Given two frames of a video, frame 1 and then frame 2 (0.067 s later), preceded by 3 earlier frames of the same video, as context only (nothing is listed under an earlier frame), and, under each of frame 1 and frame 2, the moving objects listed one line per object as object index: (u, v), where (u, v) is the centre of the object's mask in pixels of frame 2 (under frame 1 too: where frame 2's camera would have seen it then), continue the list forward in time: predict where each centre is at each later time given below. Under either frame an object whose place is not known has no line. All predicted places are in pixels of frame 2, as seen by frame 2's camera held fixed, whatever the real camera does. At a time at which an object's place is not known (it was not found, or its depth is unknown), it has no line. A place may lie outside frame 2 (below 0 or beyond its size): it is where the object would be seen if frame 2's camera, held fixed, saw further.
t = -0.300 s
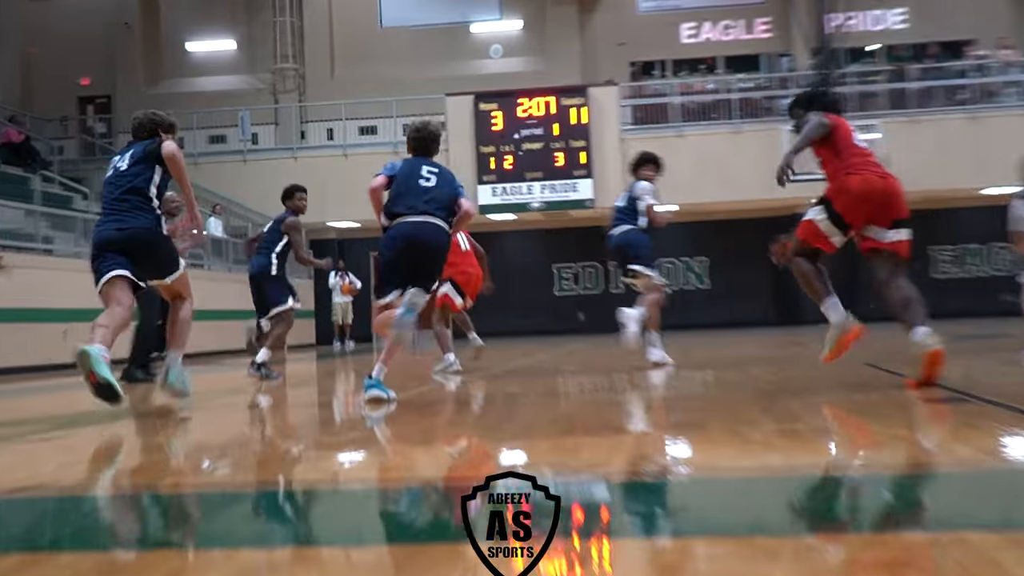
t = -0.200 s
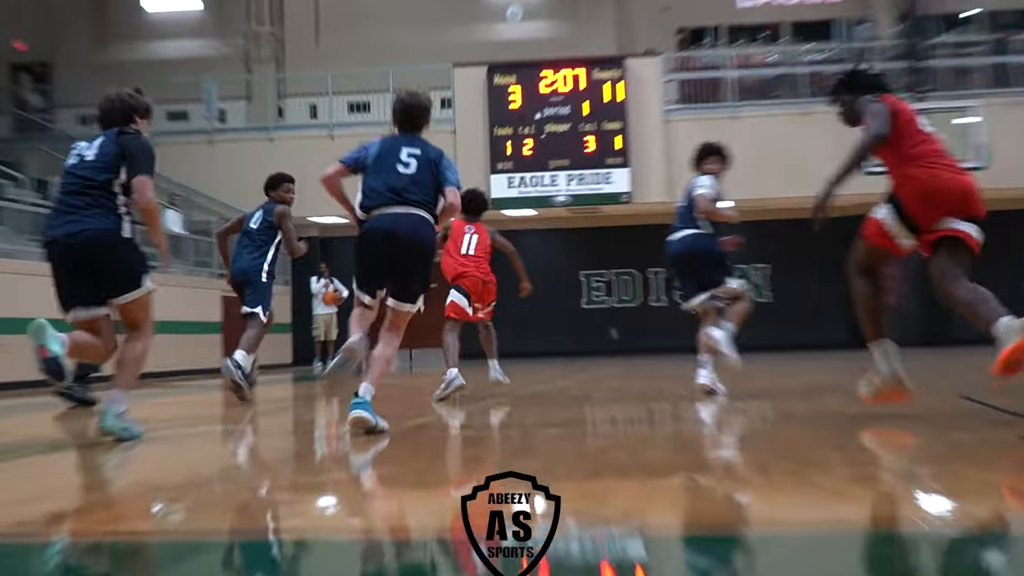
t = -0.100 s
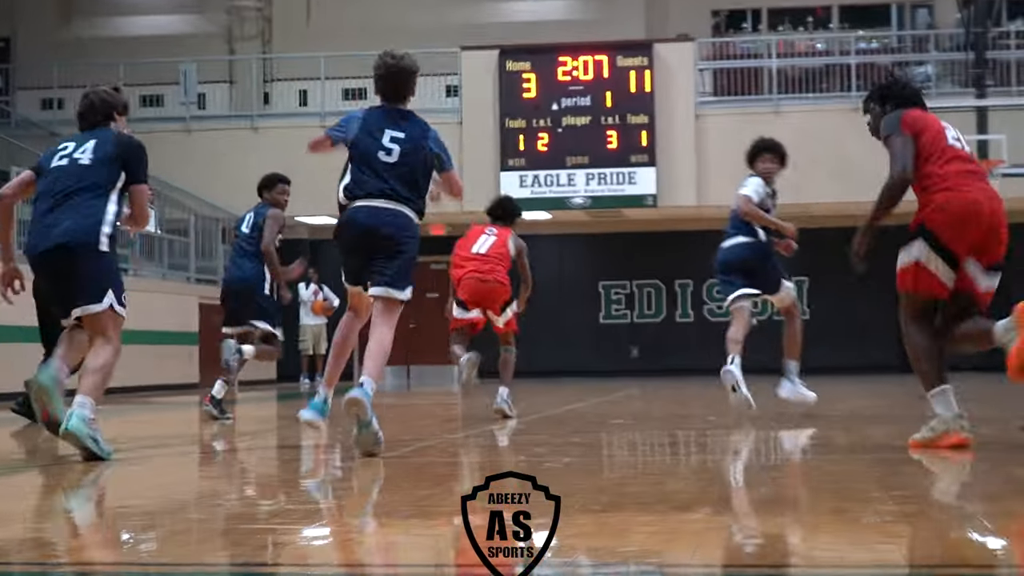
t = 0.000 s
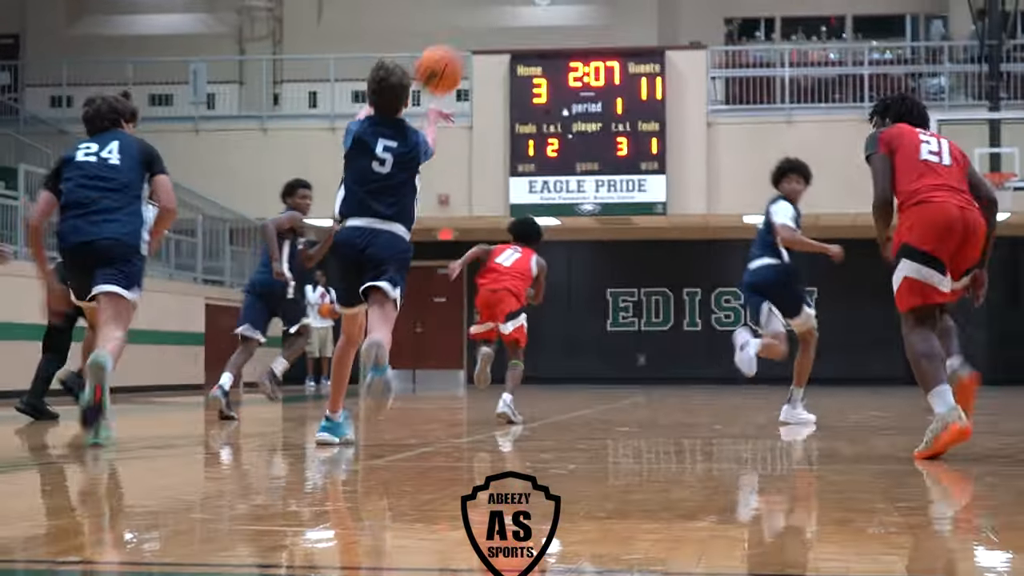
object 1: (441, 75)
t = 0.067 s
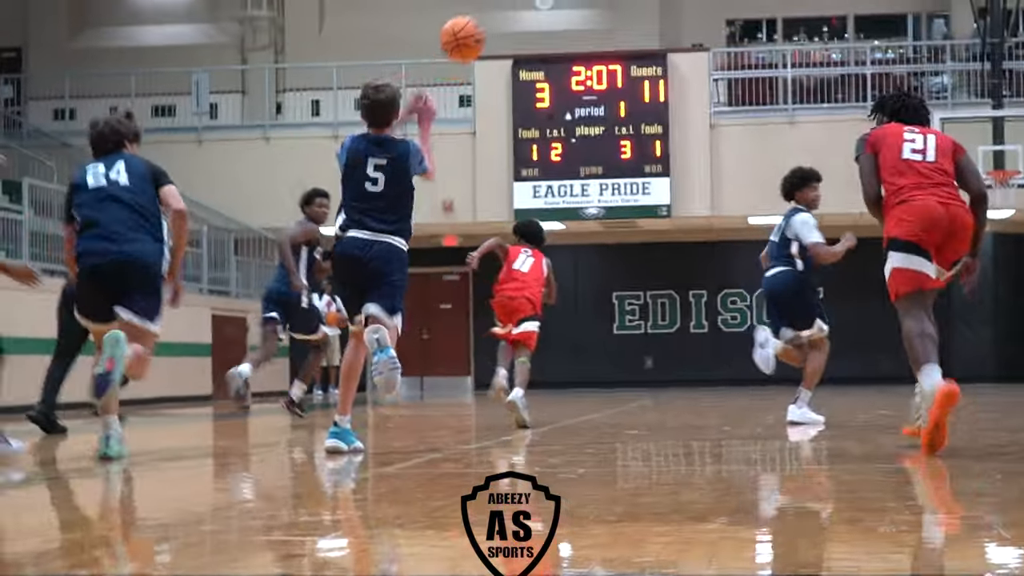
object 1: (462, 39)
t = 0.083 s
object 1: (467, 31)
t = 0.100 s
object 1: (473, 23)
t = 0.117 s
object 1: (478, 17)
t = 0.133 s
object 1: (483, 13)
